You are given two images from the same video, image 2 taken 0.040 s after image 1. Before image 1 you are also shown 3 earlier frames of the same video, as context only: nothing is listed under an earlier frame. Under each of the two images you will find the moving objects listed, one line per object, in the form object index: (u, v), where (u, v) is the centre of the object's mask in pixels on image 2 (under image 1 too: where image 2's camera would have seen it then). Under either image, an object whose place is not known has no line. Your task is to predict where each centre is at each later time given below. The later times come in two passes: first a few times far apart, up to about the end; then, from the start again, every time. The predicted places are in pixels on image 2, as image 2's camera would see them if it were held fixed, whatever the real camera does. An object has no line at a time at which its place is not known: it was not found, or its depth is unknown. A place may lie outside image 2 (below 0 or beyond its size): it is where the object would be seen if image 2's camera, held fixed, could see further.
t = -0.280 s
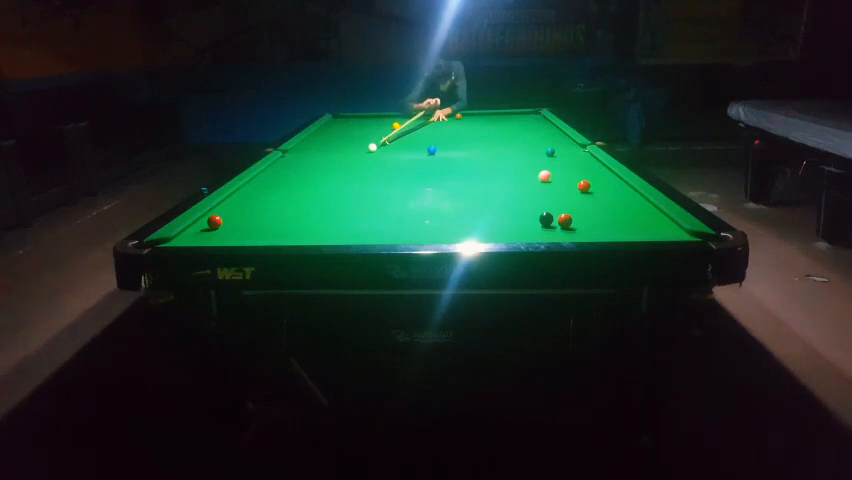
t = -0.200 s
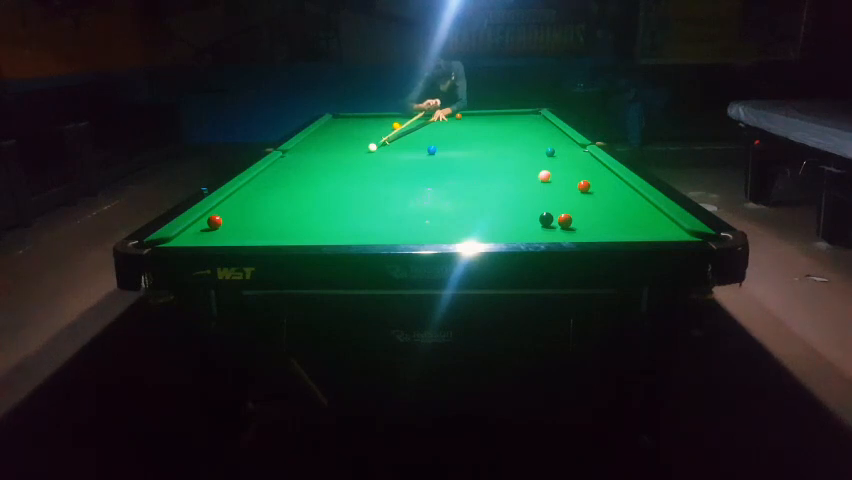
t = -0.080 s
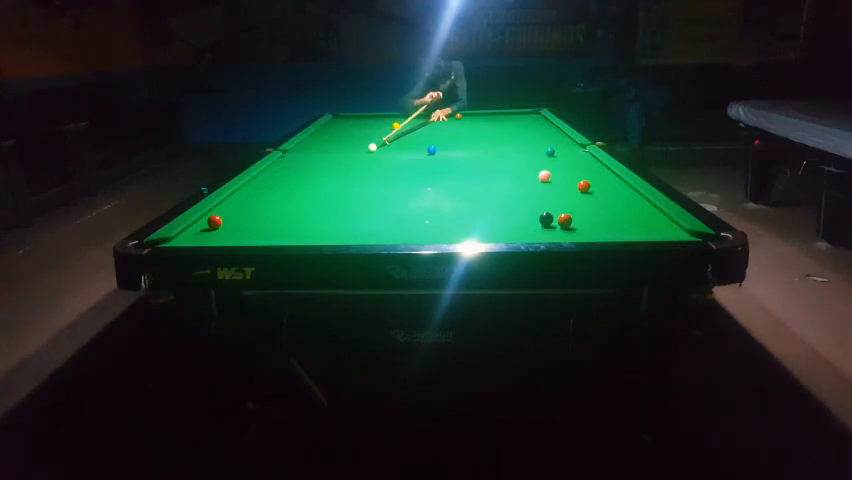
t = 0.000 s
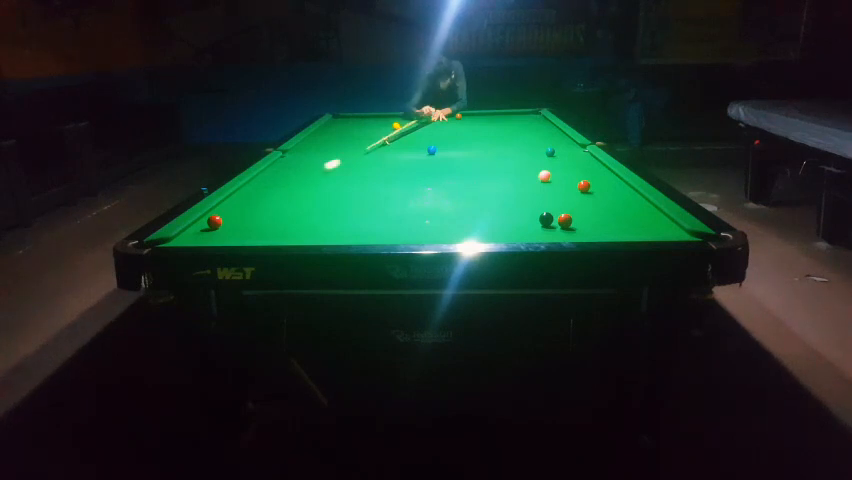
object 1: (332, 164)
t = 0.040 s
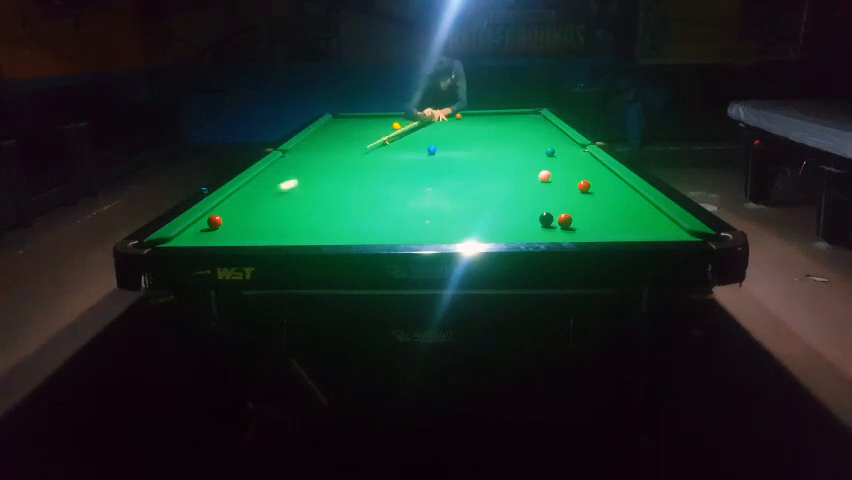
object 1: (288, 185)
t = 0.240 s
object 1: (264, 226)
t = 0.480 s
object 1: (371, 233)
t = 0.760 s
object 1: (477, 218)
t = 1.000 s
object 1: (544, 206)
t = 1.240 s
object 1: (598, 199)
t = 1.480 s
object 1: (630, 193)
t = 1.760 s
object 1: (597, 189)
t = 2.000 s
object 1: (586, 189)
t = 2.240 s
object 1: (584, 189)
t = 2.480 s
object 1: (584, 188)
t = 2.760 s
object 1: (584, 188)
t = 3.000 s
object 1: (584, 188)
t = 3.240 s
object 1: (584, 188)
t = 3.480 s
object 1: (584, 188)
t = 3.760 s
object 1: (584, 188)
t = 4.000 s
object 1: (584, 188)
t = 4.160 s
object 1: (584, 188)
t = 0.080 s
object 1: (232, 211)
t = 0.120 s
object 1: (205, 218)
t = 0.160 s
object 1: (227, 220)
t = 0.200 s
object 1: (246, 222)
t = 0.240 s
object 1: (264, 226)
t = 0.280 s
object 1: (283, 229)
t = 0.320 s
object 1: (302, 232)
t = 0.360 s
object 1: (321, 234)
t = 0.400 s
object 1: (342, 236)
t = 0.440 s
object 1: (359, 234)
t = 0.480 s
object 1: (371, 233)
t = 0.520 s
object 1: (388, 231)
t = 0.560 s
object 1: (404, 230)
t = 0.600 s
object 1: (421, 228)
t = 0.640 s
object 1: (435, 226)
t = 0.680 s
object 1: (449, 223)
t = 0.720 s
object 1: (463, 221)
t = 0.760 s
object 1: (477, 218)
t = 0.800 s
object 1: (485, 217)
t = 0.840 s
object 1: (498, 215)
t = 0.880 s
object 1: (510, 213)
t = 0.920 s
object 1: (521, 211)
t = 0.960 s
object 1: (533, 209)
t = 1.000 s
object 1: (544, 206)
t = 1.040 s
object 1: (554, 206)
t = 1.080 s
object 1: (564, 204)
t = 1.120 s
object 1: (574, 203)
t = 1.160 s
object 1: (580, 202)
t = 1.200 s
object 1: (589, 200)
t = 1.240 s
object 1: (598, 199)
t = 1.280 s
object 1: (606, 198)
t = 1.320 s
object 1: (614, 197)
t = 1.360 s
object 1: (622, 195)
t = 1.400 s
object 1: (629, 194)
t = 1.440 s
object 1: (633, 193)
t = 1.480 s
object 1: (630, 193)
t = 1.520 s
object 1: (624, 192)
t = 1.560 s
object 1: (619, 192)
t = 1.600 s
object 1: (614, 191)
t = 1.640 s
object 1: (609, 191)
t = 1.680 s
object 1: (605, 190)
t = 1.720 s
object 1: (601, 190)
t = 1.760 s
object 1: (597, 189)
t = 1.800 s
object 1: (596, 189)
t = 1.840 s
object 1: (592, 189)
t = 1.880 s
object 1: (589, 189)
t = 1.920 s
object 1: (588, 189)
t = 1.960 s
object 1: (587, 189)
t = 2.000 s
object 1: (586, 189)
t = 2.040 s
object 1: (585, 189)
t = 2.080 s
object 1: (584, 189)
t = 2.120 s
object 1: (584, 189)
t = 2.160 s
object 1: (584, 189)
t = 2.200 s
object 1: (584, 189)
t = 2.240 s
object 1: (584, 189)
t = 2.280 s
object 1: (584, 189)
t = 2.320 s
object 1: (584, 189)
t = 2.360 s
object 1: (584, 189)
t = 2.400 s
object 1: (584, 189)
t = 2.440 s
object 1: (584, 189)
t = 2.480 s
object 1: (584, 188)
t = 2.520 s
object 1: (584, 188)
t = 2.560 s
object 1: (584, 188)
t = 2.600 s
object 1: (584, 188)
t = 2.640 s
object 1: (584, 188)
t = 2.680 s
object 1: (584, 188)
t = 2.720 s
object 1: (584, 188)
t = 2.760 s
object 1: (584, 188)
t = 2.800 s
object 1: (584, 188)
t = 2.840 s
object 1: (584, 188)
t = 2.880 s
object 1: (584, 188)
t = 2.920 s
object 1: (584, 188)
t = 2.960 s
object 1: (584, 188)
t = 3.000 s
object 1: (584, 188)
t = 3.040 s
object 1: (584, 188)
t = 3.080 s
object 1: (584, 188)
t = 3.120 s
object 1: (584, 188)
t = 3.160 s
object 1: (584, 188)
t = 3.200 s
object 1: (584, 188)
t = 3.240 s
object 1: (584, 188)
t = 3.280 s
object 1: (584, 188)
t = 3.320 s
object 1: (584, 188)
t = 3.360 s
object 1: (584, 188)
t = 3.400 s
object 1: (584, 188)
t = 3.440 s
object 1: (584, 188)
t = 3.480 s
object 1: (584, 188)
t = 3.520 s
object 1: (584, 188)
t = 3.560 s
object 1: (584, 188)
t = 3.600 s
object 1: (584, 188)
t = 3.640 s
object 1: (584, 188)
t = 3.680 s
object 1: (584, 188)
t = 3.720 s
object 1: (584, 188)
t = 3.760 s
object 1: (584, 188)
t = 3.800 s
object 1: (584, 188)
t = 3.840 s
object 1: (584, 188)
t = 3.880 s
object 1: (584, 188)
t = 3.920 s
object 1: (584, 188)
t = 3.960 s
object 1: (584, 188)
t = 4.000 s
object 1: (584, 188)
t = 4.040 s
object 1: (584, 188)
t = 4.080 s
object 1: (584, 188)
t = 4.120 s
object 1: (584, 188)
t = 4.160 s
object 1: (584, 188)
